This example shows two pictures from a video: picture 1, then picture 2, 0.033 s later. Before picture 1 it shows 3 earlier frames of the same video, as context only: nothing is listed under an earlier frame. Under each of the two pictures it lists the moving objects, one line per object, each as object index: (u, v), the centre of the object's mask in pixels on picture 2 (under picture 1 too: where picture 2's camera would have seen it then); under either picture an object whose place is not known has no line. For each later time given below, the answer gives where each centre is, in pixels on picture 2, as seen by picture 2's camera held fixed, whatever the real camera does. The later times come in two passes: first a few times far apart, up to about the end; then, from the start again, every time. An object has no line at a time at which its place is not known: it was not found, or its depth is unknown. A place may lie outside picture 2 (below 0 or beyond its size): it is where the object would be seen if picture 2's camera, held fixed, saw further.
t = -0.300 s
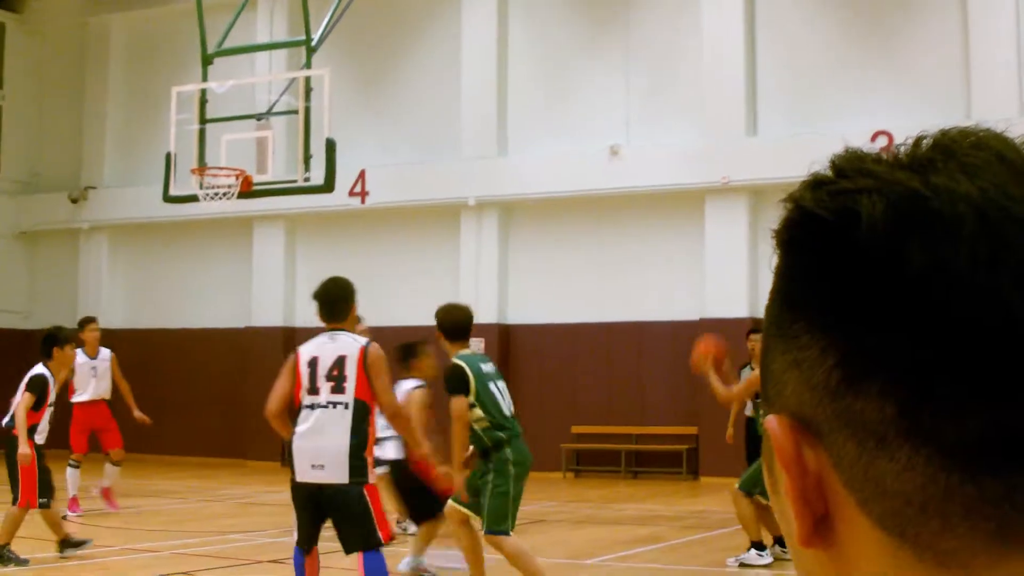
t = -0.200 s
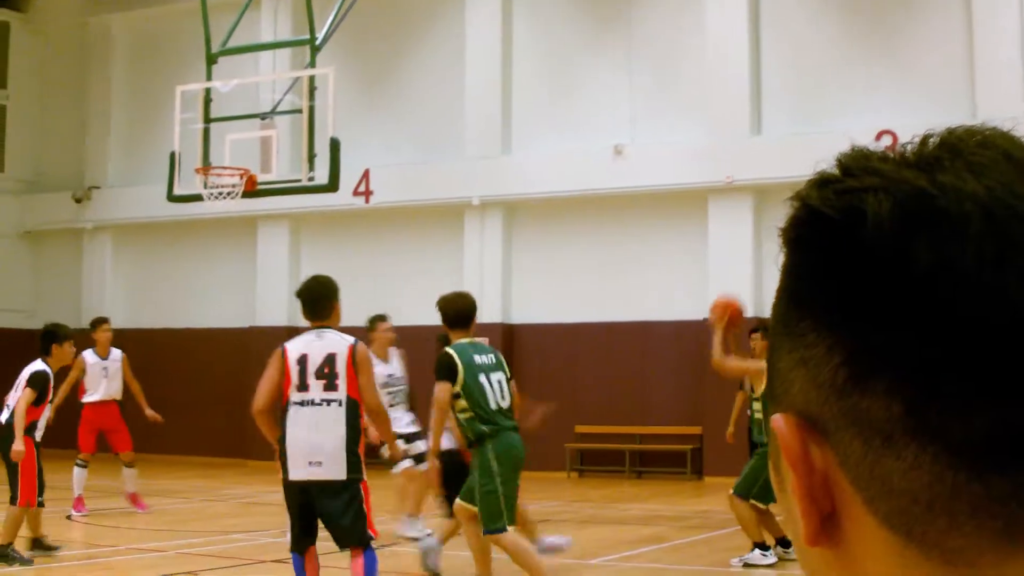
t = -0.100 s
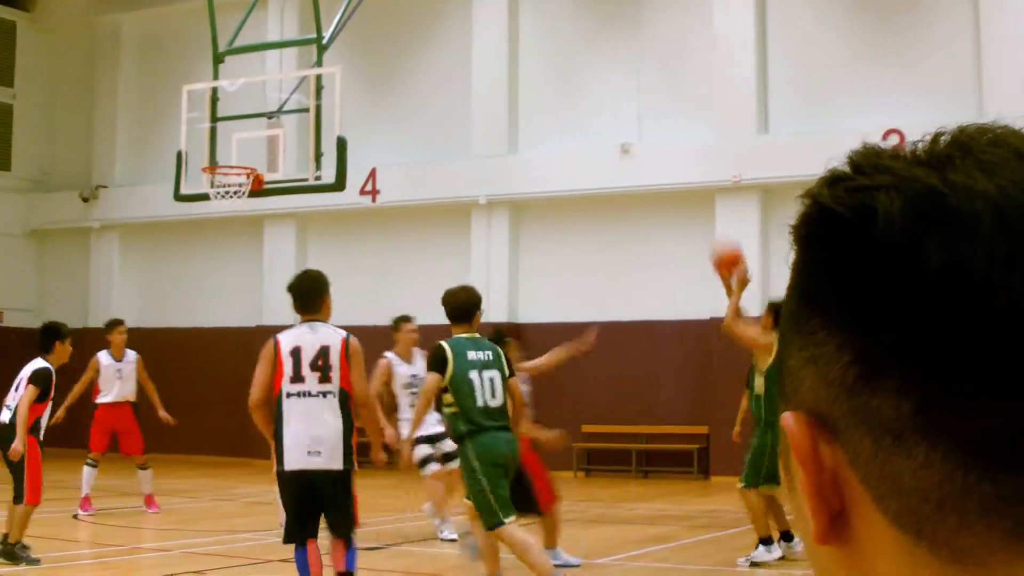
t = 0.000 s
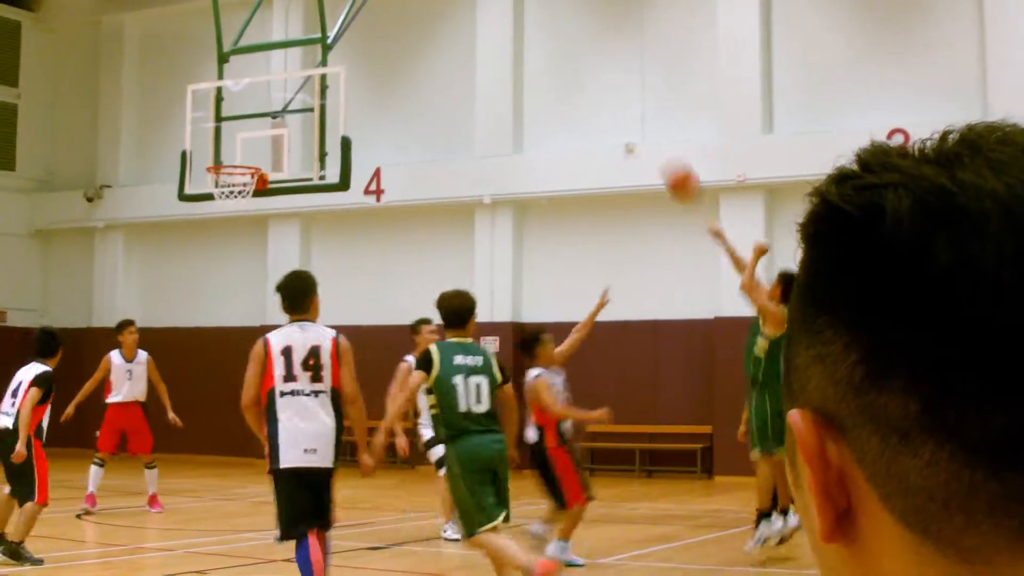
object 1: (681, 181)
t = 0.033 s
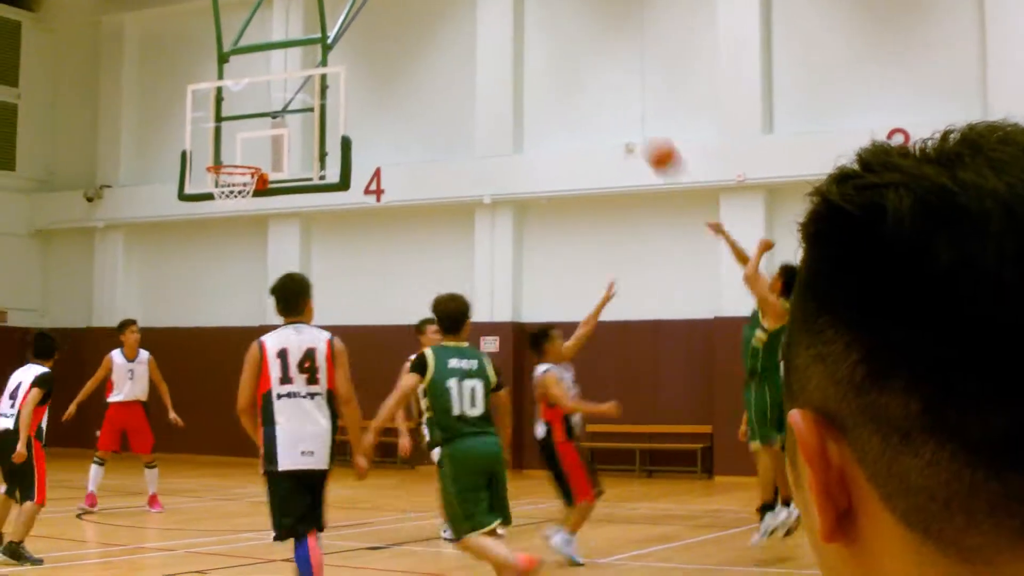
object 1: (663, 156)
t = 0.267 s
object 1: (546, 43)
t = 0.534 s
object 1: (427, 9)
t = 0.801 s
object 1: (322, 46)
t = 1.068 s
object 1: (227, 159)
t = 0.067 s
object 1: (644, 134)
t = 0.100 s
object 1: (627, 115)
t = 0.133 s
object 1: (611, 98)
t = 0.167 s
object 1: (594, 82)
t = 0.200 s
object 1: (578, 67)
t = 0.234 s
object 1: (562, 54)
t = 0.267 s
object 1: (546, 43)
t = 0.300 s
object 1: (530, 33)
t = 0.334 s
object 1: (515, 25)
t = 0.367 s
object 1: (499, 17)
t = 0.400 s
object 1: (484, 13)
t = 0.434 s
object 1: (470, 11)
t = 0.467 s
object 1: (455, 10)
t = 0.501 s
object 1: (441, 9)
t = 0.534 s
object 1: (427, 9)
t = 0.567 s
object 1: (414, 10)
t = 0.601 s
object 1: (400, 11)
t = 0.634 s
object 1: (387, 12)
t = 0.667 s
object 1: (374, 15)
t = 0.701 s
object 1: (362, 21)
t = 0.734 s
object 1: (350, 27)
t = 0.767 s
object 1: (336, 37)
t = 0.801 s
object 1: (322, 46)
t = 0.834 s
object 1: (311, 54)
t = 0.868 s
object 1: (298, 67)
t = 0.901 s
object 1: (285, 81)
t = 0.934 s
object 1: (273, 93)
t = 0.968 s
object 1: (263, 110)
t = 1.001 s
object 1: (250, 126)
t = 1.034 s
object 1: (238, 143)
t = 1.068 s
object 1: (227, 159)
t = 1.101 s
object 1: (209, 182)
